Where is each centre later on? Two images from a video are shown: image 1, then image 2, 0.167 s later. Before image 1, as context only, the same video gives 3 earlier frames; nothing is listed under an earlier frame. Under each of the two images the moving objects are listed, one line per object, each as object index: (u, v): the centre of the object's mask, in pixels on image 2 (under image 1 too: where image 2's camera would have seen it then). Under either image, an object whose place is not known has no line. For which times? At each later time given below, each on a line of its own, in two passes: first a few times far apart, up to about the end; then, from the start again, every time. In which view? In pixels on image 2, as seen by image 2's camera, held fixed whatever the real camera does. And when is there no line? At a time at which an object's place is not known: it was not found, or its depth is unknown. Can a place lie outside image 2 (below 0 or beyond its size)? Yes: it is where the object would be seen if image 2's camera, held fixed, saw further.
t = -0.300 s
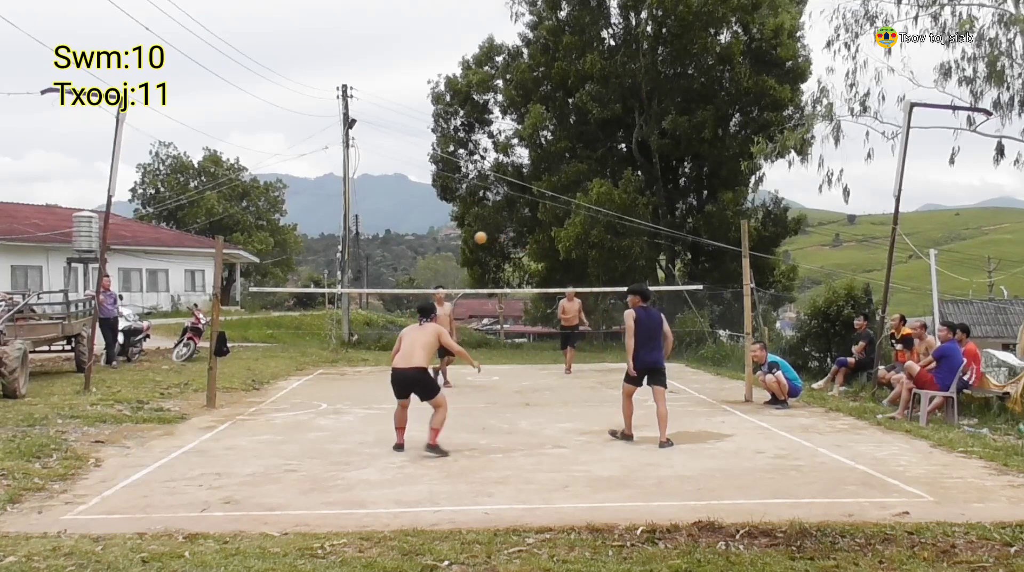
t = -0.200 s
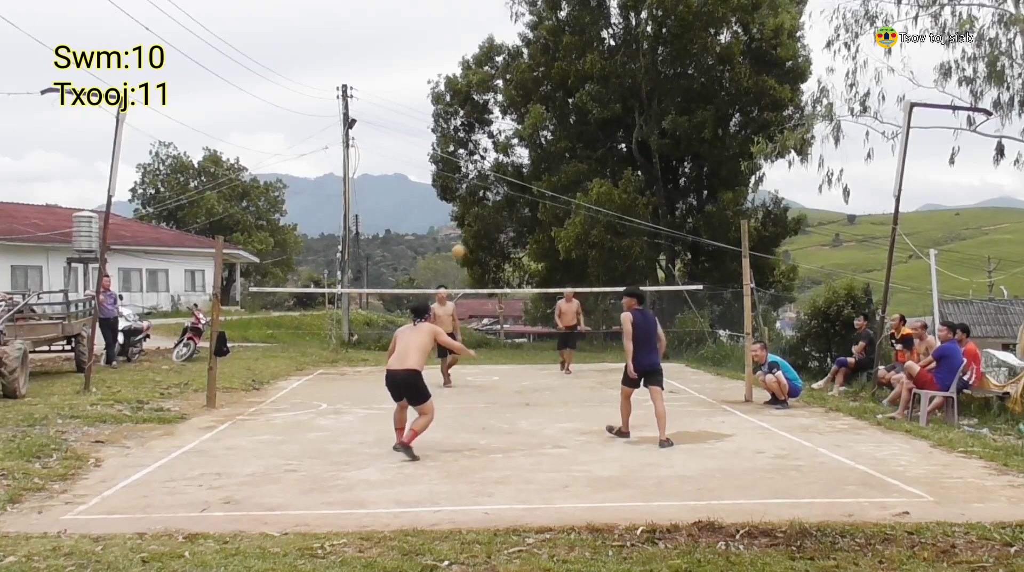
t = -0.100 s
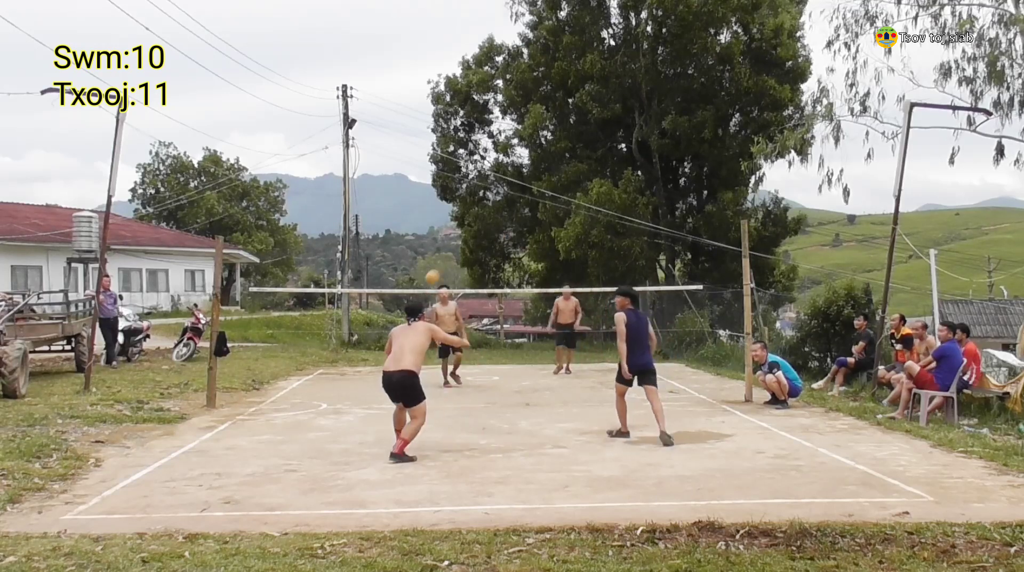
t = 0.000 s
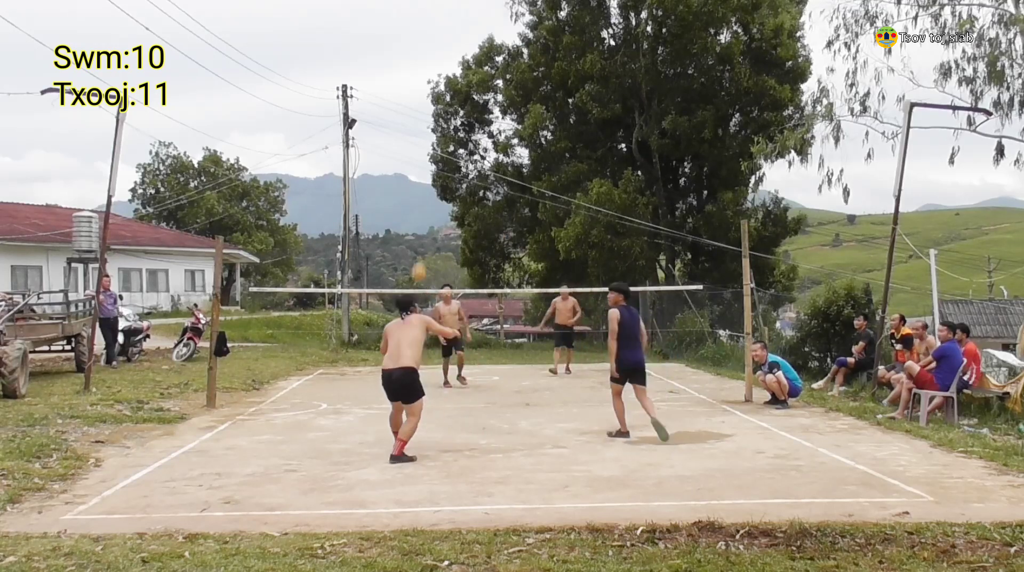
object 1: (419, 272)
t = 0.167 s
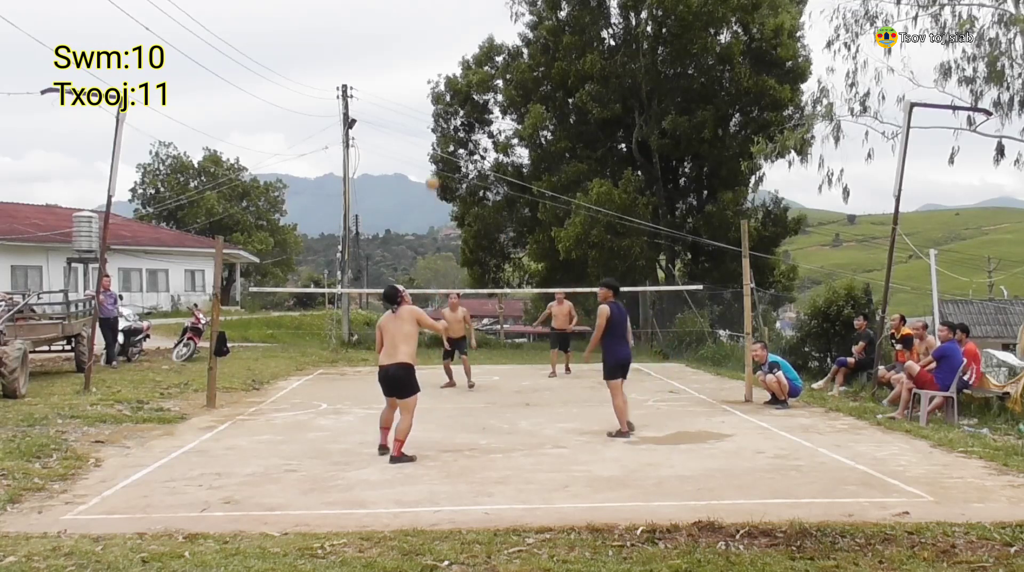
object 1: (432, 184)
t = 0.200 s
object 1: (435, 170)
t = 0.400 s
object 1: (449, 109)
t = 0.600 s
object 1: (464, 89)
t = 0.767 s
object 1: (477, 104)
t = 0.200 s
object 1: (435, 170)
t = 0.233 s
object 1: (438, 156)
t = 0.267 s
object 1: (440, 143)
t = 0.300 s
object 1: (441, 134)
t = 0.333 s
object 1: (444, 124)
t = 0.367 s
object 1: (447, 115)
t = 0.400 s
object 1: (449, 109)
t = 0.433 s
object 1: (451, 103)
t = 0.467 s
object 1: (454, 98)
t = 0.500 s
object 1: (457, 94)
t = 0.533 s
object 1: (460, 92)
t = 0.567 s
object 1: (462, 90)
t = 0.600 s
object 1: (464, 89)
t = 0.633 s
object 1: (467, 90)
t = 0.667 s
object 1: (469, 92)
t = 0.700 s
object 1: (472, 95)
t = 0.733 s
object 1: (474, 99)
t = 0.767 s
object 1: (477, 104)
